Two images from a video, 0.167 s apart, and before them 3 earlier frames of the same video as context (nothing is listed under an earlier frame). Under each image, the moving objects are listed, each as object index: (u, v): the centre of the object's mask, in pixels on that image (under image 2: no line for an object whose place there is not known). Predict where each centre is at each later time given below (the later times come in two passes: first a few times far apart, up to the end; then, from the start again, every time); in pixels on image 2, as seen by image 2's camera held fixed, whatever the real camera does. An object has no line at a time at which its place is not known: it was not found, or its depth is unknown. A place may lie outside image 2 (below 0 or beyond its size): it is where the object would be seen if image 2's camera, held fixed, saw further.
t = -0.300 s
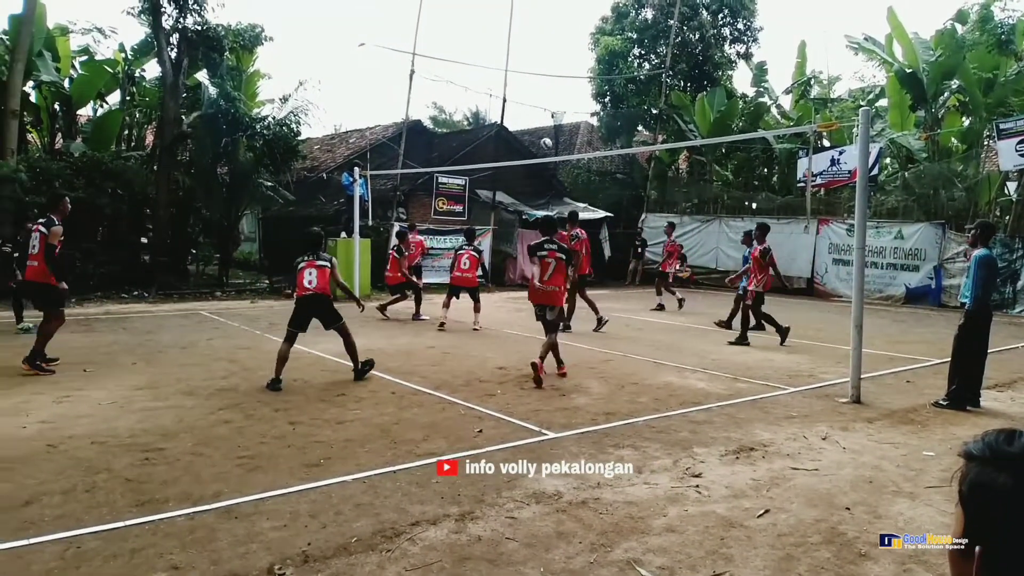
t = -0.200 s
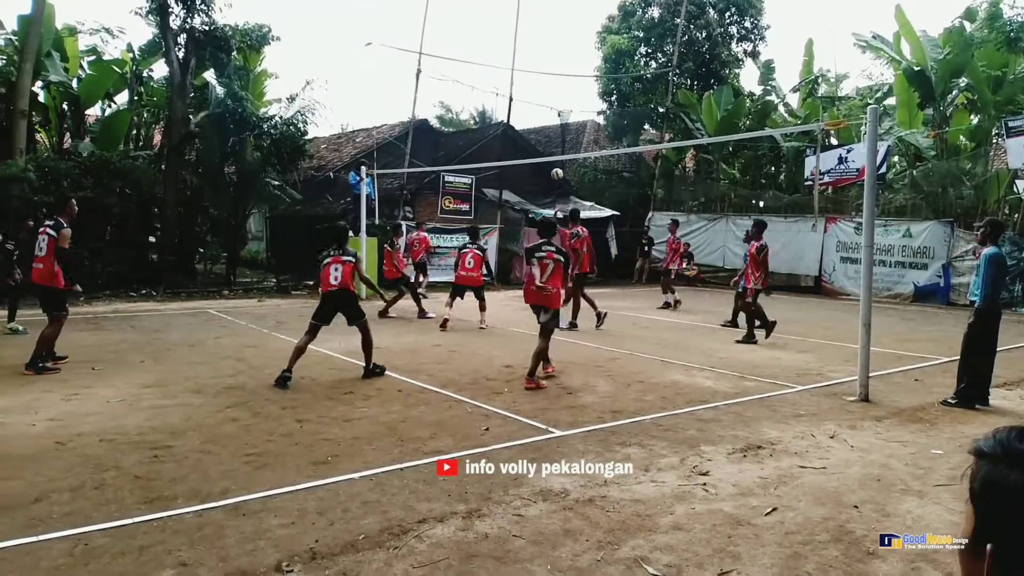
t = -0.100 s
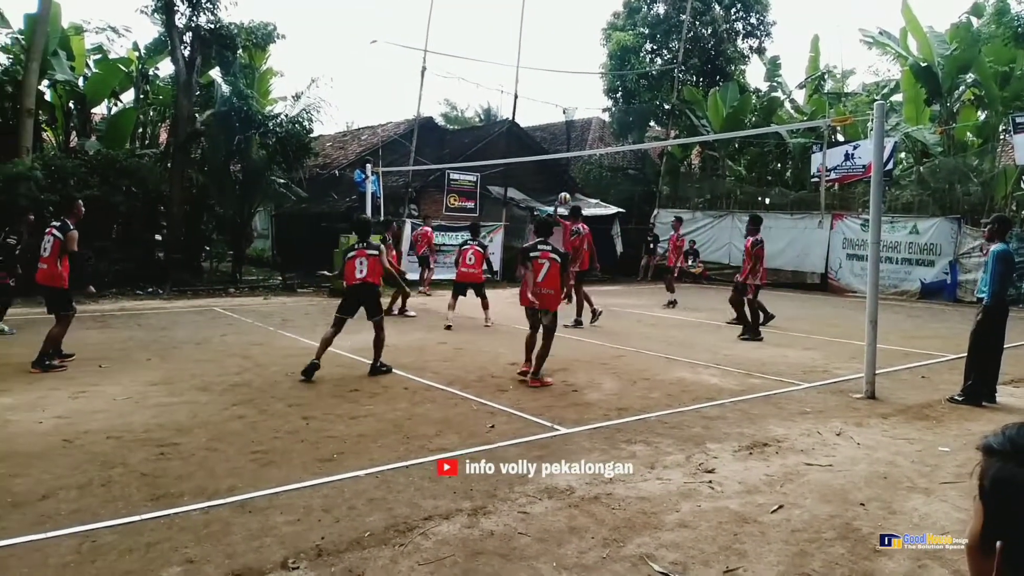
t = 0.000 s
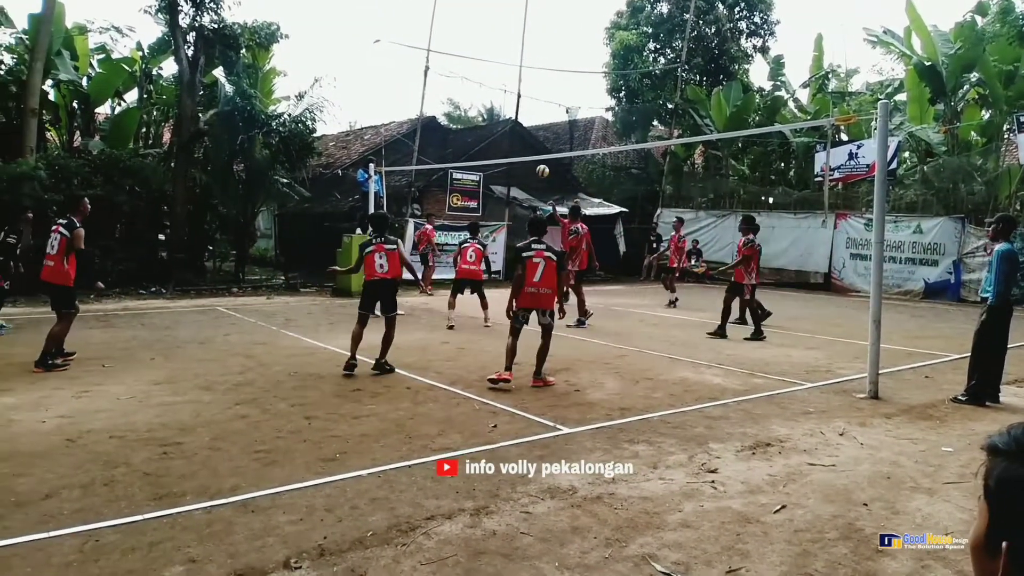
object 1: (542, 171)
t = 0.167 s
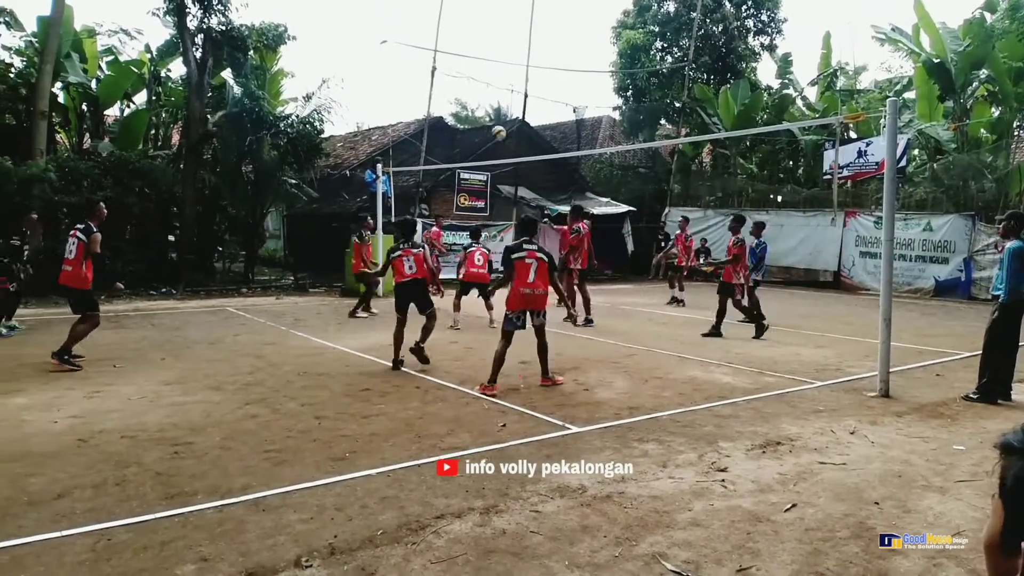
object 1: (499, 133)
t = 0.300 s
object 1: (448, 111)
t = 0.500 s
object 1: (346, 100)
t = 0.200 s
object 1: (488, 127)
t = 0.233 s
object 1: (475, 122)
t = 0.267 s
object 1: (461, 117)
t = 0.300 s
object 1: (448, 111)
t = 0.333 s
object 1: (432, 108)
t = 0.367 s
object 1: (417, 105)
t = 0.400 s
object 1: (401, 103)
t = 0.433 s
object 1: (383, 101)
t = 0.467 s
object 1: (365, 100)
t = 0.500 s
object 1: (346, 100)
